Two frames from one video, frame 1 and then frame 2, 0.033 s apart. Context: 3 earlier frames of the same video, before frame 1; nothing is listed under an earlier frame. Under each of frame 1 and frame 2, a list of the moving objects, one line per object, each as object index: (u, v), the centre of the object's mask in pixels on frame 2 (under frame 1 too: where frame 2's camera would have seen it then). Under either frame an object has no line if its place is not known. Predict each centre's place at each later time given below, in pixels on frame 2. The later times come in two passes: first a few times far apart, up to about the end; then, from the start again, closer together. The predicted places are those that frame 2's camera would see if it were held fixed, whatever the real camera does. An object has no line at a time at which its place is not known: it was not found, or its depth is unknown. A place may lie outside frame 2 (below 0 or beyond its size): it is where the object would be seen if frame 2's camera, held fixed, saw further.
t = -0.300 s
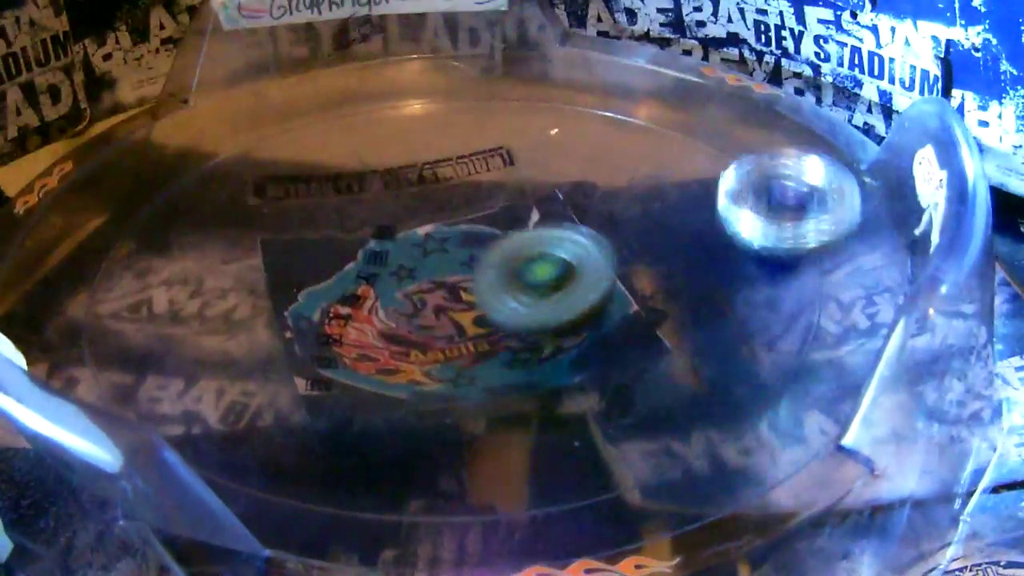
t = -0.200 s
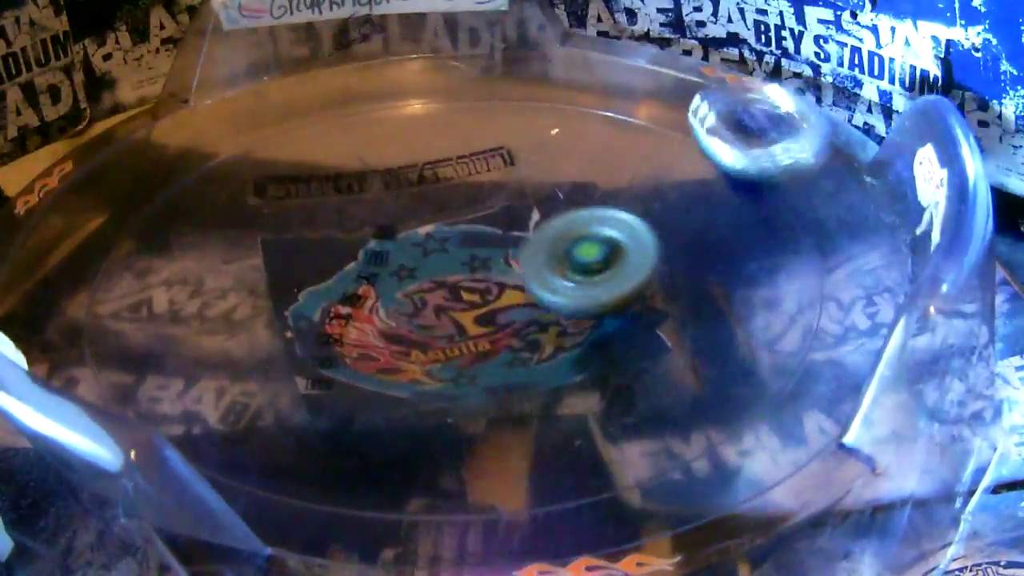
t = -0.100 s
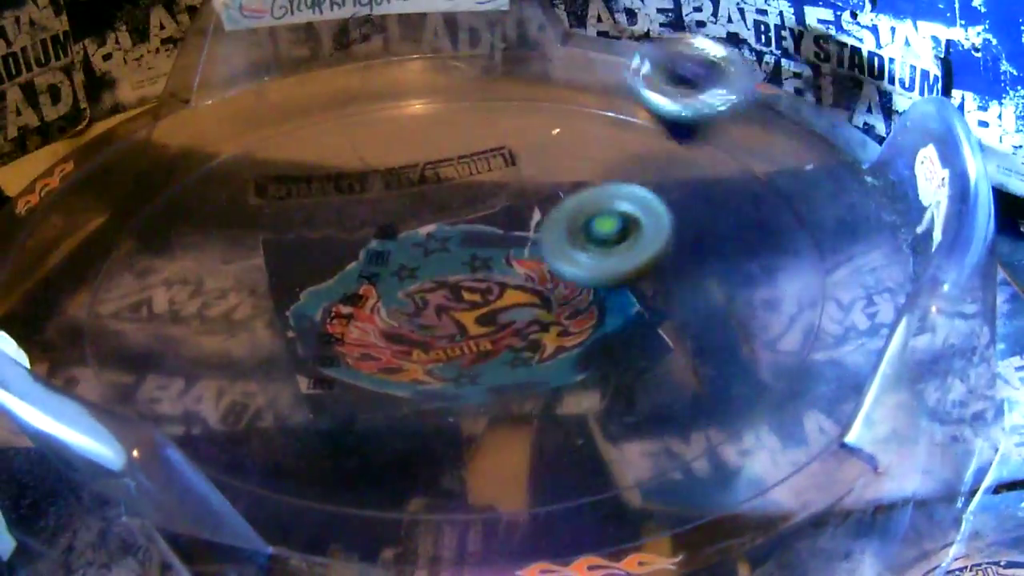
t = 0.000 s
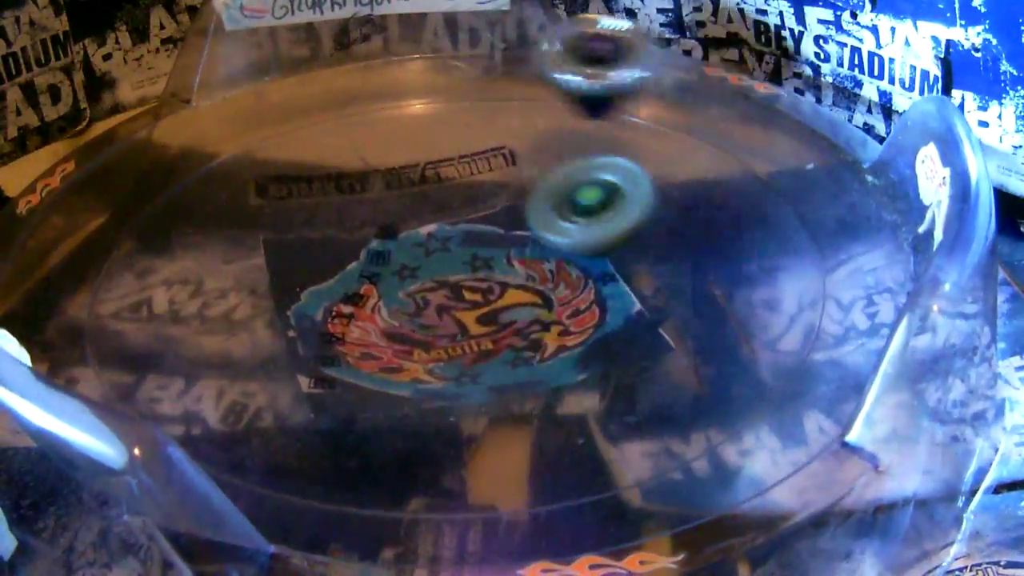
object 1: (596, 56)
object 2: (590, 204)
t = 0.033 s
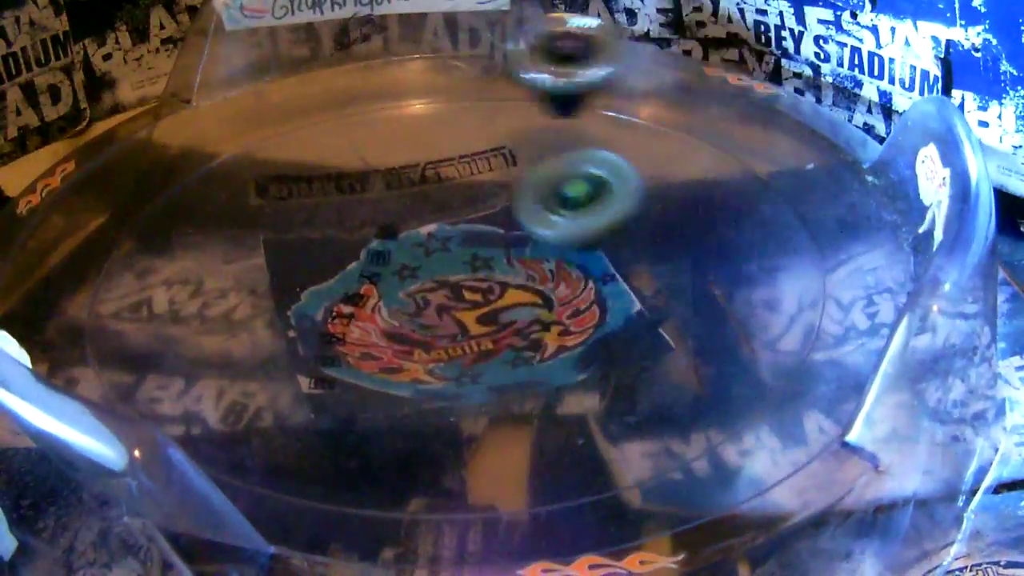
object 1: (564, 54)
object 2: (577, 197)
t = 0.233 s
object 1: (375, 120)
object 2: (470, 192)
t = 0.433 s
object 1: (137, 188)
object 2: (516, 295)
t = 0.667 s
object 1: (139, 282)
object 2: (631, 359)
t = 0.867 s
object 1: (419, 304)
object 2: (647, 334)
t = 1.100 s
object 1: (481, 158)
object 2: (769, 289)
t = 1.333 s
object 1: (402, 107)
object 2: (589, 233)
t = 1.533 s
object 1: (346, 54)
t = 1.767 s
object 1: (406, 137)
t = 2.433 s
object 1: (541, 229)
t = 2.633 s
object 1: (421, 217)
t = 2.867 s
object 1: (296, 252)
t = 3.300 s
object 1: (274, 228)
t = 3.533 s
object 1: (369, 131)
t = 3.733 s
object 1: (328, 92)
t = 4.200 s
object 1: (423, 162)
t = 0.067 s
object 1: (532, 56)
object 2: (563, 192)
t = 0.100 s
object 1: (500, 62)
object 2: (546, 188)
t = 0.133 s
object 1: (468, 71)
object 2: (528, 185)
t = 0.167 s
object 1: (435, 83)
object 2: (508, 186)
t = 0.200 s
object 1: (404, 99)
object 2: (487, 187)
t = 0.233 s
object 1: (375, 120)
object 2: (470, 192)
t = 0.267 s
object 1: (352, 139)
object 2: (447, 196)
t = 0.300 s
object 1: (317, 146)
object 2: (445, 204)
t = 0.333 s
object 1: (266, 131)
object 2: (459, 211)
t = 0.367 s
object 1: (216, 140)
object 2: (475, 242)
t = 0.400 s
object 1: (171, 171)
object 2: (494, 273)
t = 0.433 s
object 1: (137, 188)
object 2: (516, 295)
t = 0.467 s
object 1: (112, 203)
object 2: (535, 308)
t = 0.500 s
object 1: (94, 218)
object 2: (557, 330)
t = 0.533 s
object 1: (85, 233)
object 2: (573, 340)
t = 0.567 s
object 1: (85, 248)
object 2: (592, 347)
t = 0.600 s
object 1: (93, 261)
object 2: (608, 355)
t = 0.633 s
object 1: (113, 274)
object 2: (620, 359)
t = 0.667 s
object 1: (139, 282)
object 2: (631, 359)
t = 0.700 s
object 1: (172, 291)
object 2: (640, 359)
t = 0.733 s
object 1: (215, 297)
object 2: (646, 356)
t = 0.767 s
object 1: (259, 303)
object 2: (650, 351)
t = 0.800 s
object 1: (312, 307)
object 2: (652, 346)
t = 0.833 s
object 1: (359, 307)
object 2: (651, 341)
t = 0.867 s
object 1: (419, 304)
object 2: (647, 334)
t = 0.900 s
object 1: (469, 297)
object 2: (642, 327)
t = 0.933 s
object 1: (494, 270)
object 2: (669, 319)
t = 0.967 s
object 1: (496, 253)
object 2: (705, 314)
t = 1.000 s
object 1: (496, 228)
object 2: (738, 309)
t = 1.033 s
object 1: (494, 205)
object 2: (757, 303)
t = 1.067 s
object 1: (489, 181)
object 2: (769, 295)
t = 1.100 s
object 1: (481, 158)
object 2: (769, 289)
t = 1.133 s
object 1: (472, 139)
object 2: (763, 283)
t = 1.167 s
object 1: (462, 122)
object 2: (746, 275)
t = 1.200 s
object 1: (449, 109)
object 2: (724, 267)
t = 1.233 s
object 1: (440, 104)
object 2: (698, 259)
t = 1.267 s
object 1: (427, 101)
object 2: (665, 252)
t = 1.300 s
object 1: (414, 102)
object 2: (630, 242)
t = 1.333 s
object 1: (402, 107)
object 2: (589, 233)
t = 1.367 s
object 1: (388, 117)
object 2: (546, 220)
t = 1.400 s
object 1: (374, 129)
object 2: (503, 212)
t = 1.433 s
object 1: (364, 140)
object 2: (464, 204)
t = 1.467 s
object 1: (354, 134)
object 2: (432, 198)
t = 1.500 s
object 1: (346, 73)
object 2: (360, 173)
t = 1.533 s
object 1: (346, 54)
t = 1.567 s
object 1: (346, 55)
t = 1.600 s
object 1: (351, 86)
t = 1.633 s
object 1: (358, 91)
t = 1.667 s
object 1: (367, 94)
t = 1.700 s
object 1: (380, 113)
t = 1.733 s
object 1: (391, 124)
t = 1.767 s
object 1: (406, 137)
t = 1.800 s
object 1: (422, 161)
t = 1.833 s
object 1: (439, 182)
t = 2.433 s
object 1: (541, 229)
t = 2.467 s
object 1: (528, 219)
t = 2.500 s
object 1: (515, 214)
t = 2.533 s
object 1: (501, 208)
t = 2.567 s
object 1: (482, 204)
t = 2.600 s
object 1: (451, 212)
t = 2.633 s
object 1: (421, 217)
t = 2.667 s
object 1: (394, 224)
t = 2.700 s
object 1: (366, 229)
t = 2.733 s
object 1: (343, 232)
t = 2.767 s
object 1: (325, 239)
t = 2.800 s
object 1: (311, 245)
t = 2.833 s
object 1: (300, 249)
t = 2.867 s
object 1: (296, 252)
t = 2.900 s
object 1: (298, 255)
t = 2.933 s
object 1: (305, 254)
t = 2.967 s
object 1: (309, 256)
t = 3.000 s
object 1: (283, 258)
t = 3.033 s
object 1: (255, 259)
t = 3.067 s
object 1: (236, 259)
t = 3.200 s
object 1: (224, 242)
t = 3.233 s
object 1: (237, 241)
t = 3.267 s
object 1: (253, 232)
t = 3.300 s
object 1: (274, 228)
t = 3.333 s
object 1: (297, 213)
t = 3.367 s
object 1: (323, 214)
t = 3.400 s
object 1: (354, 211)
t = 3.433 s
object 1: (382, 200)
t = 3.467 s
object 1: (385, 178)
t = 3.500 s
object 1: (377, 159)
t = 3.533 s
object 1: (369, 131)
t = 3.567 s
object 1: (363, 121)
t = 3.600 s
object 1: (353, 112)
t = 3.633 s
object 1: (346, 105)
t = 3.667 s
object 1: (339, 94)
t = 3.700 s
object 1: (333, 93)
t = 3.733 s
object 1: (328, 92)
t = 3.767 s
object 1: (324, 98)
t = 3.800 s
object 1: (321, 104)
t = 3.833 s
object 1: (321, 113)
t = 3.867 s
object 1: (322, 127)
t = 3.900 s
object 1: (327, 142)
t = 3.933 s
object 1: (339, 163)
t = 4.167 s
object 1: (409, 166)
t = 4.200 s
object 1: (423, 162)
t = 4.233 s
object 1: (438, 159)
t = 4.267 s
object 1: (451, 157)
